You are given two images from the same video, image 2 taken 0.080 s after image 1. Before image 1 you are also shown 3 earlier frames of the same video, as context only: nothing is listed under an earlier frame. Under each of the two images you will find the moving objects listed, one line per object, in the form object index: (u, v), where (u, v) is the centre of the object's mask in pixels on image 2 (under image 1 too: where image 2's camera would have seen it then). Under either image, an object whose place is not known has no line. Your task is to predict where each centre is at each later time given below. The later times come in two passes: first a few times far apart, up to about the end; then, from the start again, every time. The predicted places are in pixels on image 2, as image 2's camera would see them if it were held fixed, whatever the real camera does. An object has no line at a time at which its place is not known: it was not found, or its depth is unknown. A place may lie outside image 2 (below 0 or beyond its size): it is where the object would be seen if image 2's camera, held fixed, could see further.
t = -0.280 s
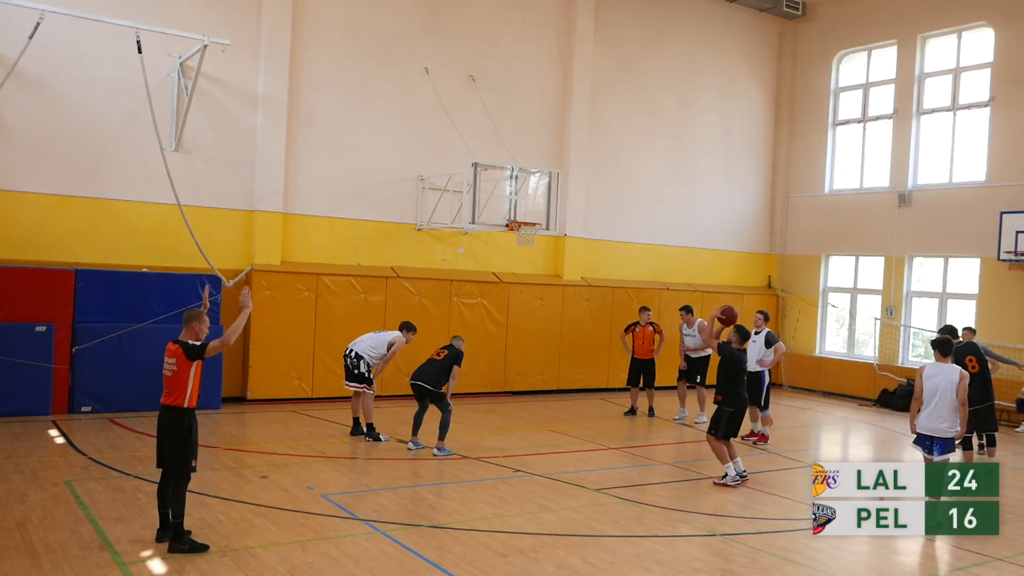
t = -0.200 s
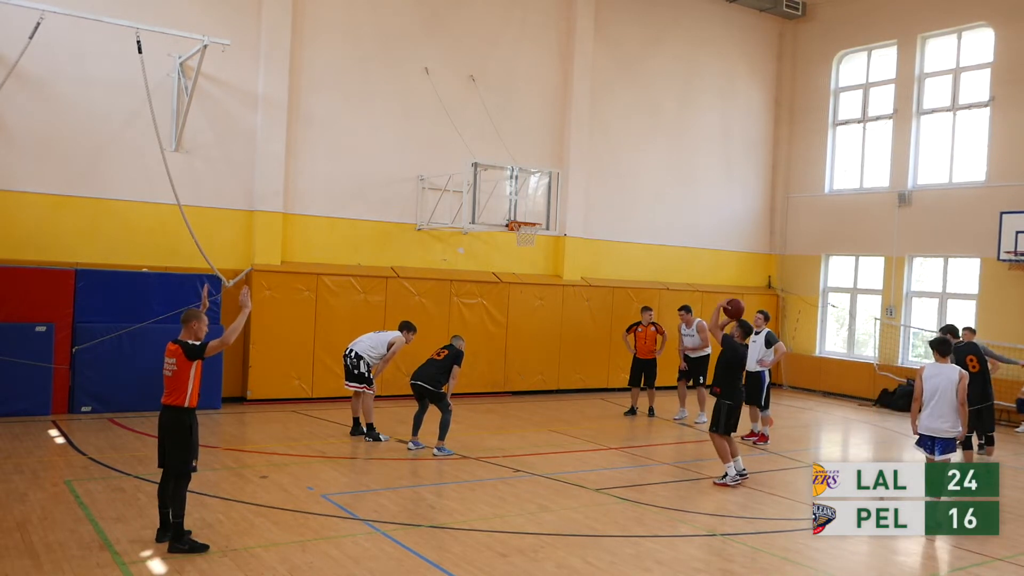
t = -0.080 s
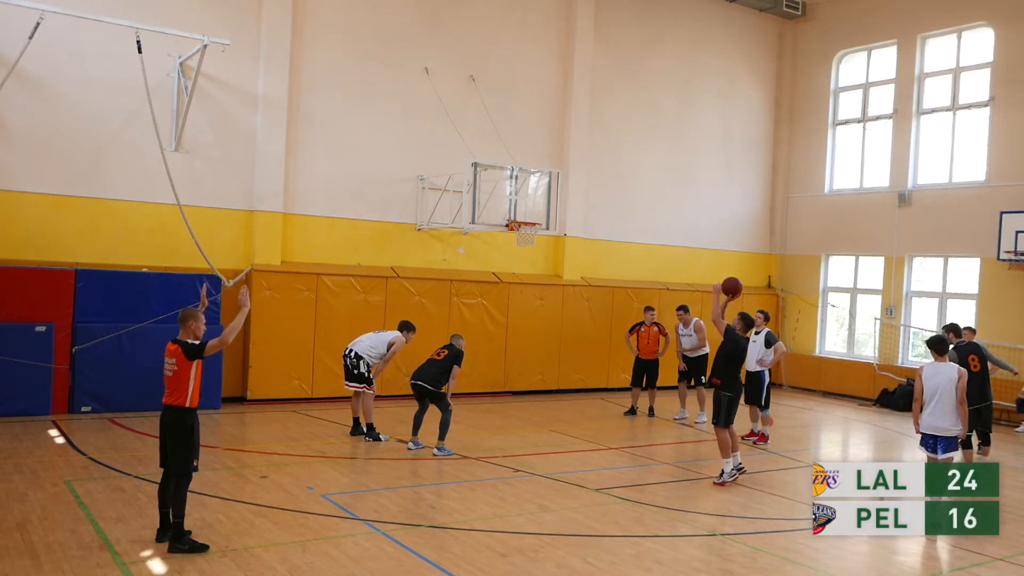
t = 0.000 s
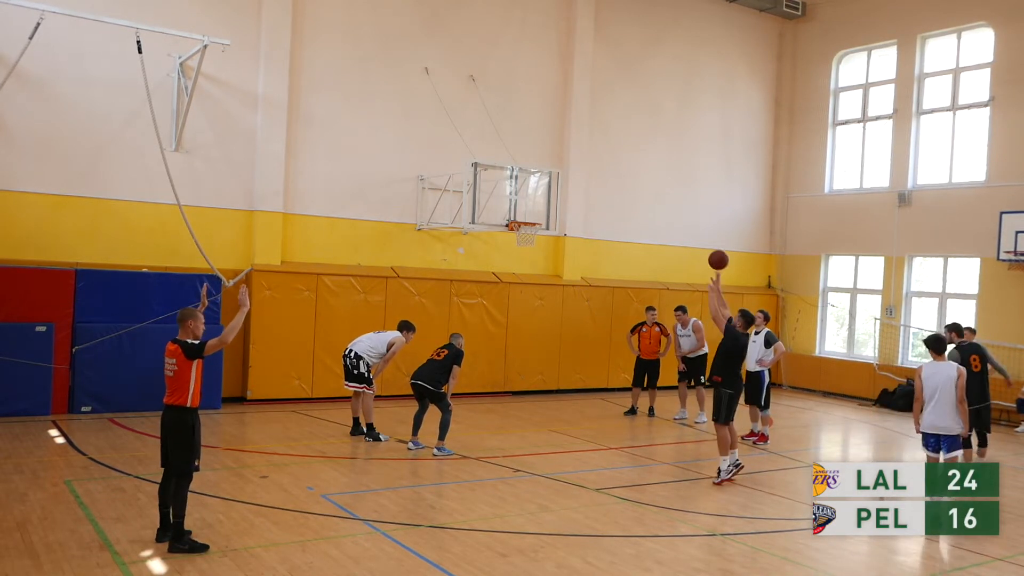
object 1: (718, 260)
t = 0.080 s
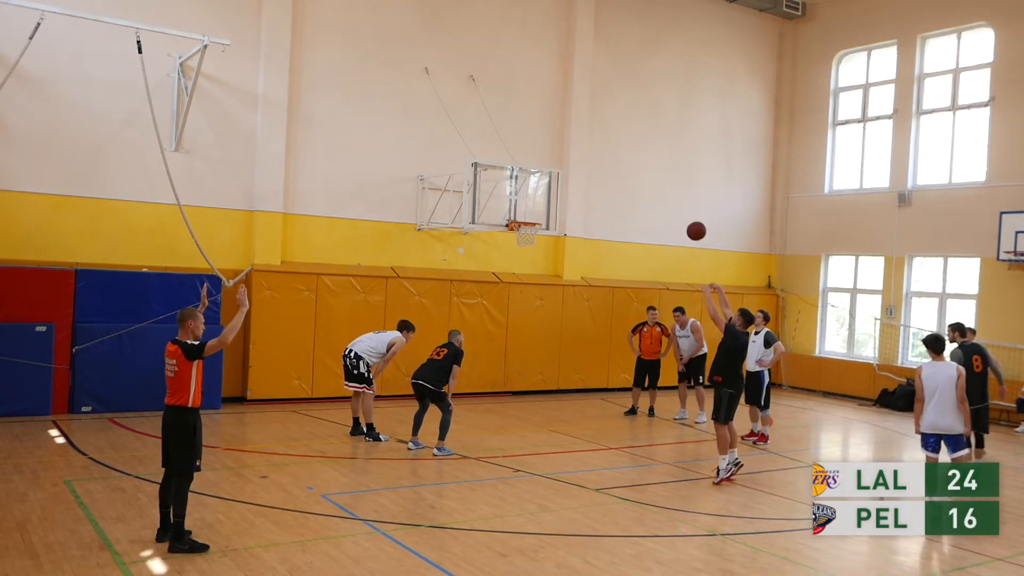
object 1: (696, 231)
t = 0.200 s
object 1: (665, 199)
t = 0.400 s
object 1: (618, 175)
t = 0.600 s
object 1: (576, 179)
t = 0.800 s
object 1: (538, 209)
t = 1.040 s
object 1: (520, 232)
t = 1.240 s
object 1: (529, 245)
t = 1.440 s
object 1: (535, 281)
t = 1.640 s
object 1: (540, 340)
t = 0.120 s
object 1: (686, 219)
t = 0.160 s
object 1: (675, 208)
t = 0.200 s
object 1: (665, 199)
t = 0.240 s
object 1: (655, 192)
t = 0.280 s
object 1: (645, 185)
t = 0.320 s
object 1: (636, 181)
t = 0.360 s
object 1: (627, 177)
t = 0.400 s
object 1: (618, 175)
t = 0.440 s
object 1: (609, 173)
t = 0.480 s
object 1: (601, 173)
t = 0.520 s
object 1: (592, 174)
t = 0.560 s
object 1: (584, 176)
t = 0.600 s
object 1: (576, 179)
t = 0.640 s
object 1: (568, 183)
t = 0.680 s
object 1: (560, 188)
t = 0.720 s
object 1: (553, 194)
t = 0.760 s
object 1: (545, 201)
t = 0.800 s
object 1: (538, 209)
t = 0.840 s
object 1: (531, 216)
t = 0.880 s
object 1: (525, 224)
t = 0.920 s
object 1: (520, 231)
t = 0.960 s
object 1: (518, 232)
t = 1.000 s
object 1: (519, 231)
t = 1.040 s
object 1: (520, 232)
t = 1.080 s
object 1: (521, 233)
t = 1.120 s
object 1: (524, 235)
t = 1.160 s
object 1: (526, 238)
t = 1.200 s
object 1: (527, 241)
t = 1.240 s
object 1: (529, 245)
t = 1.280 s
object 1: (530, 250)
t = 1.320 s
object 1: (531, 257)
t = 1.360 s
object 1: (533, 264)
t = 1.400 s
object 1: (534, 272)
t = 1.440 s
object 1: (535, 281)
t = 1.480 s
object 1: (537, 292)
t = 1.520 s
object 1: (537, 302)
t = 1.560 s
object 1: (538, 314)
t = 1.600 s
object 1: (539, 327)
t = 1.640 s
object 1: (540, 340)
